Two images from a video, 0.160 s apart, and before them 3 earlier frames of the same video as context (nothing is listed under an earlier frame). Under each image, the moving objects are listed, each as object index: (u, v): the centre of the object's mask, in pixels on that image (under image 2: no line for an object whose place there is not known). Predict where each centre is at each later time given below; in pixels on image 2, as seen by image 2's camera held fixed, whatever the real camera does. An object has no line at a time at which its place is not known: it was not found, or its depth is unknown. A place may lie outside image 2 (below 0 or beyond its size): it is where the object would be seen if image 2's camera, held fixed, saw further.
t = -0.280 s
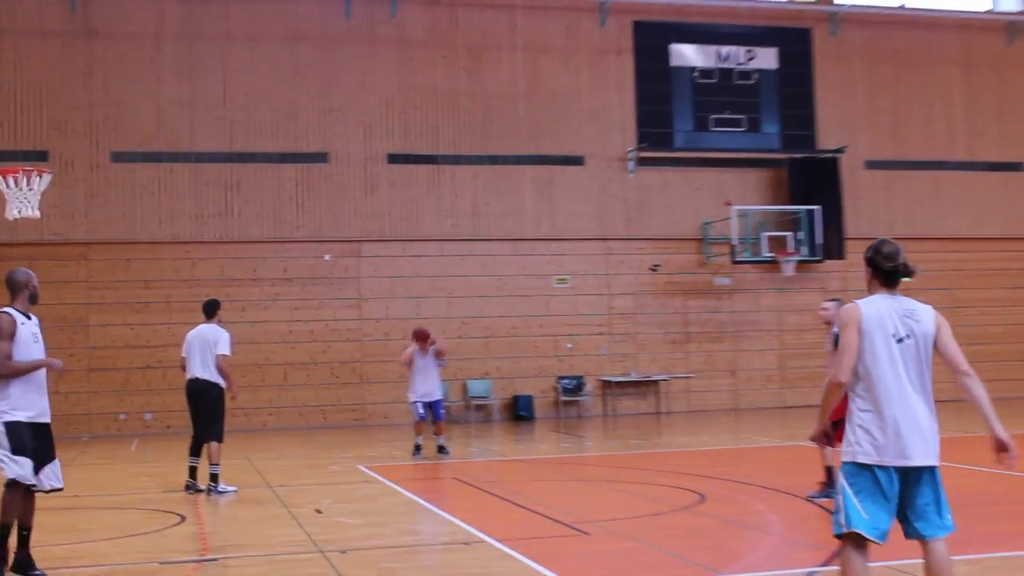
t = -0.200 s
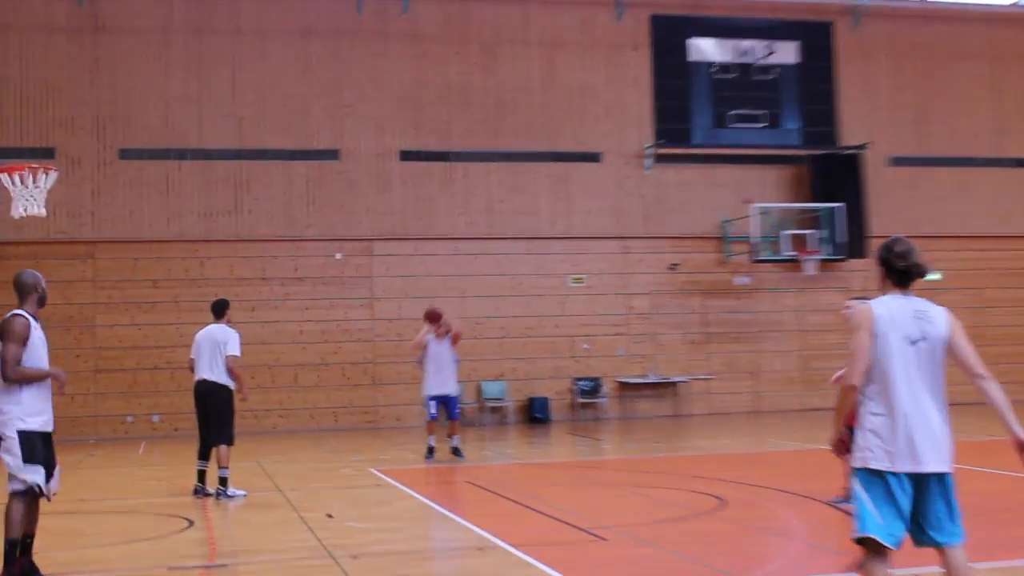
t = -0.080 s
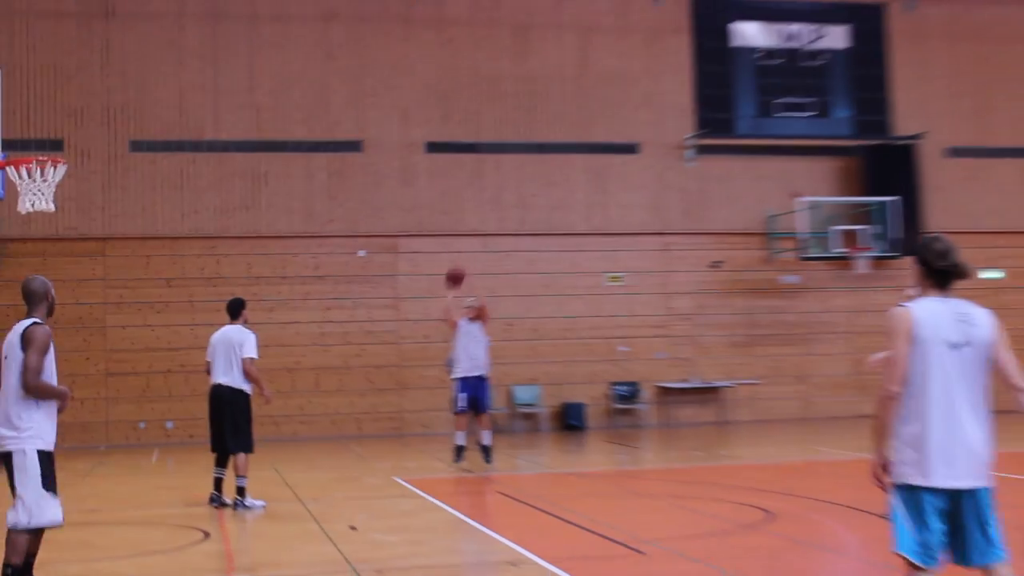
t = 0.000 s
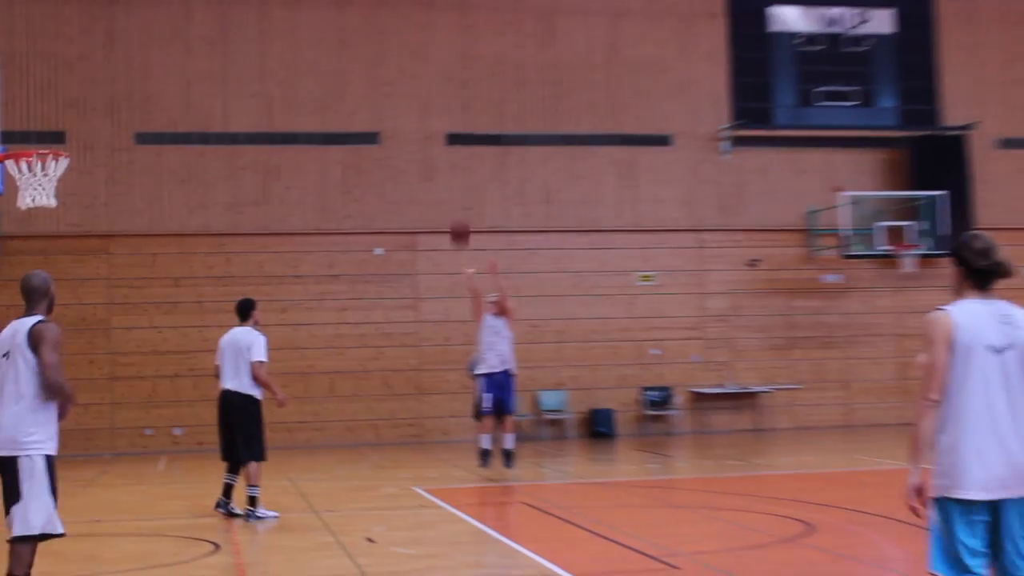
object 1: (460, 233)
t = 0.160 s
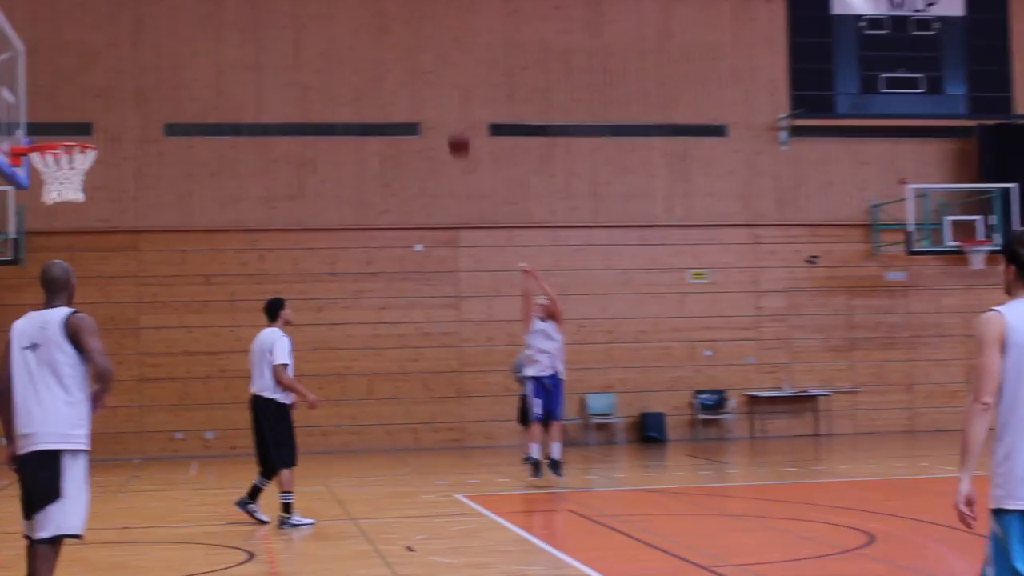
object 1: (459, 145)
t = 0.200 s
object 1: (446, 126)
